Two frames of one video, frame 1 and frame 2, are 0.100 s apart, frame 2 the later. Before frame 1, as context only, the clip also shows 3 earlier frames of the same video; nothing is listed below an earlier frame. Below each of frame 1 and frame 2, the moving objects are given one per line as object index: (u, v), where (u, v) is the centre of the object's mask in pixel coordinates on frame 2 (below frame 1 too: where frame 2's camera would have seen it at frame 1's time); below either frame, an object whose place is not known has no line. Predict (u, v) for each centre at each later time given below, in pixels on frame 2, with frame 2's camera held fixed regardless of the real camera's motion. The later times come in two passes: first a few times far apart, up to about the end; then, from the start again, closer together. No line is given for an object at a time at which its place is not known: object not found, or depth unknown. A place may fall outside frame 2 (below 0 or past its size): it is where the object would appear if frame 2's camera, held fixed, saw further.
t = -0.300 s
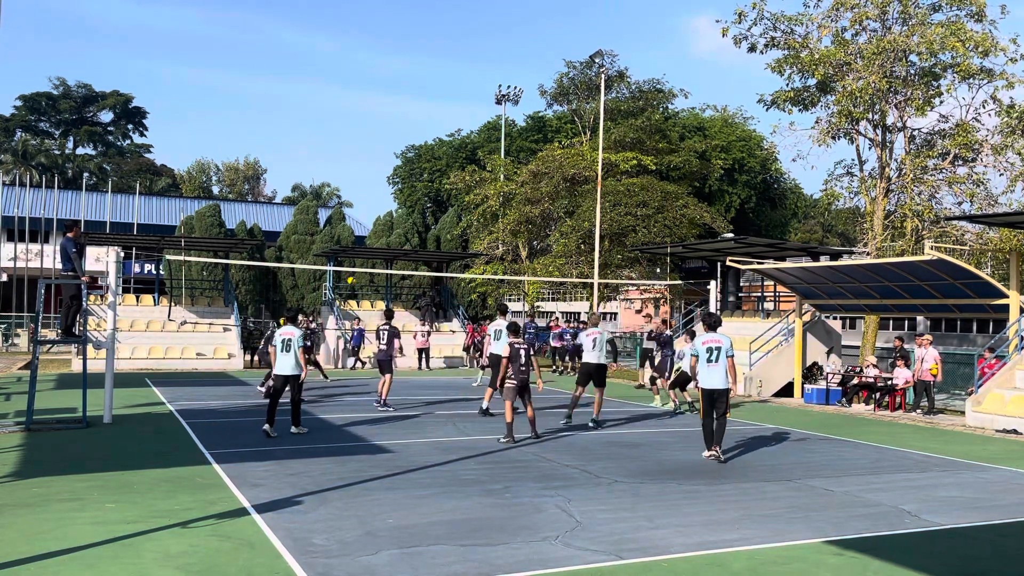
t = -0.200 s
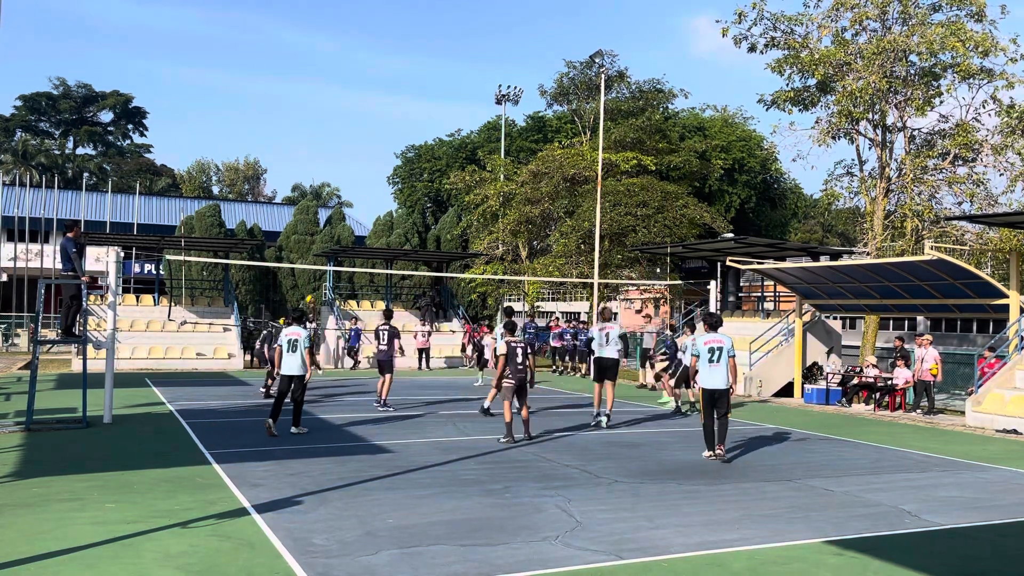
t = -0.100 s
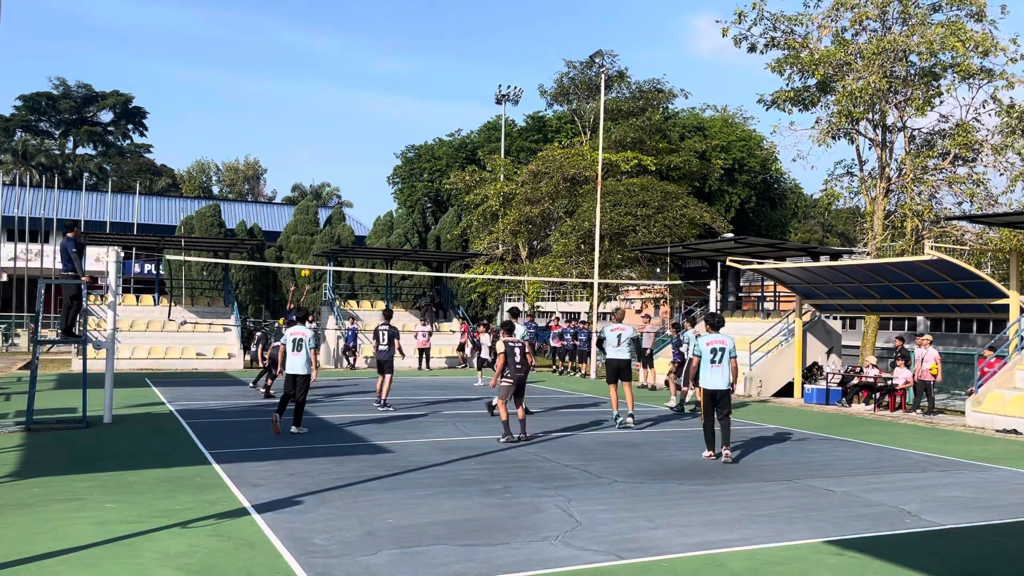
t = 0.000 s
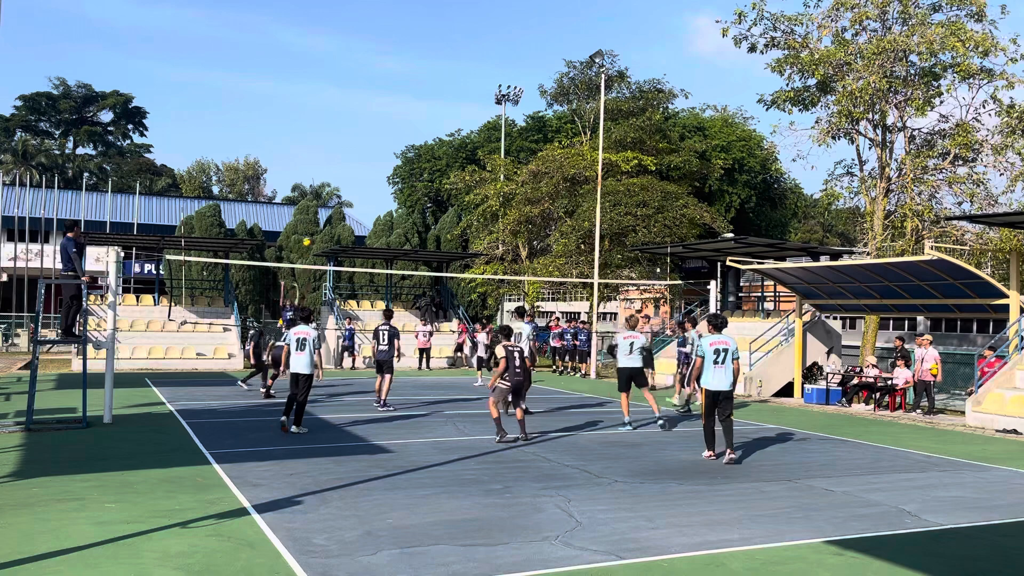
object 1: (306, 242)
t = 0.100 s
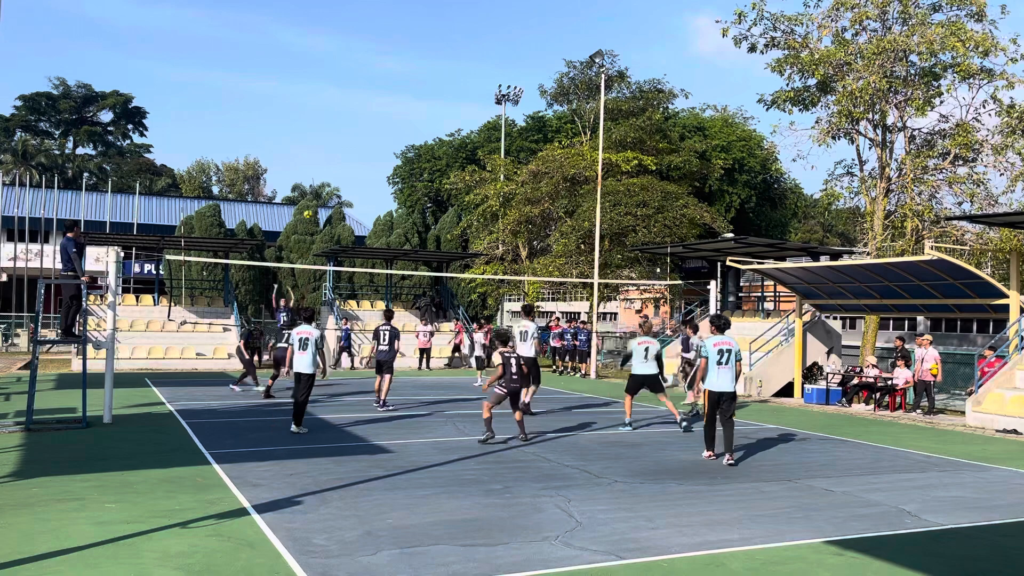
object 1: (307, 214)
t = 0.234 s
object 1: (310, 184)
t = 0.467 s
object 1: (313, 148)
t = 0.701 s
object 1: (316, 135)
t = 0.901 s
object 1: (319, 143)
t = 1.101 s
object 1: (321, 173)
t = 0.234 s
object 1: (310, 184)
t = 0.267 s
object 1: (311, 178)
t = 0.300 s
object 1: (311, 172)
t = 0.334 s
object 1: (311, 166)
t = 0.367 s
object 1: (312, 161)
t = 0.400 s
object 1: (311, 156)
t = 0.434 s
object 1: (312, 152)
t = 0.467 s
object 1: (313, 148)
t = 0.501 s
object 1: (314, 145)
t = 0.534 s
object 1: (314, 142)
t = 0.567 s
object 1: (315, 140)
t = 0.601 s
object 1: (315, 137)
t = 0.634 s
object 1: (315, 136)
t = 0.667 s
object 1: (316, 135)
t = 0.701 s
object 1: (316, 135)
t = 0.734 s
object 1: (317, 135)
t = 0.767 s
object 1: (317, 136)
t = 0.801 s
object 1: (317, 137)
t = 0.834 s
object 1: (318, 139)
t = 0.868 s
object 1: (318, 141)
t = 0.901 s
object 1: (319, 143)
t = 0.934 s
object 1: (319, 147)
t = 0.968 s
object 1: (320, 151)
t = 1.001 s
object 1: (320, 156)
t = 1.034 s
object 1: (321, 161)
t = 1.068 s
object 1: (321, 166)
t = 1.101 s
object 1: (321, 173)
